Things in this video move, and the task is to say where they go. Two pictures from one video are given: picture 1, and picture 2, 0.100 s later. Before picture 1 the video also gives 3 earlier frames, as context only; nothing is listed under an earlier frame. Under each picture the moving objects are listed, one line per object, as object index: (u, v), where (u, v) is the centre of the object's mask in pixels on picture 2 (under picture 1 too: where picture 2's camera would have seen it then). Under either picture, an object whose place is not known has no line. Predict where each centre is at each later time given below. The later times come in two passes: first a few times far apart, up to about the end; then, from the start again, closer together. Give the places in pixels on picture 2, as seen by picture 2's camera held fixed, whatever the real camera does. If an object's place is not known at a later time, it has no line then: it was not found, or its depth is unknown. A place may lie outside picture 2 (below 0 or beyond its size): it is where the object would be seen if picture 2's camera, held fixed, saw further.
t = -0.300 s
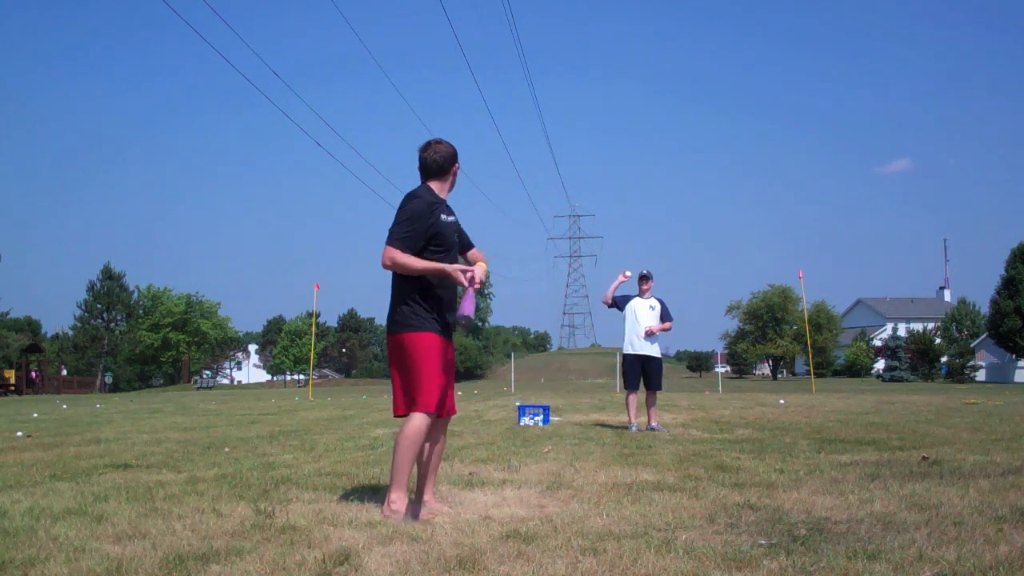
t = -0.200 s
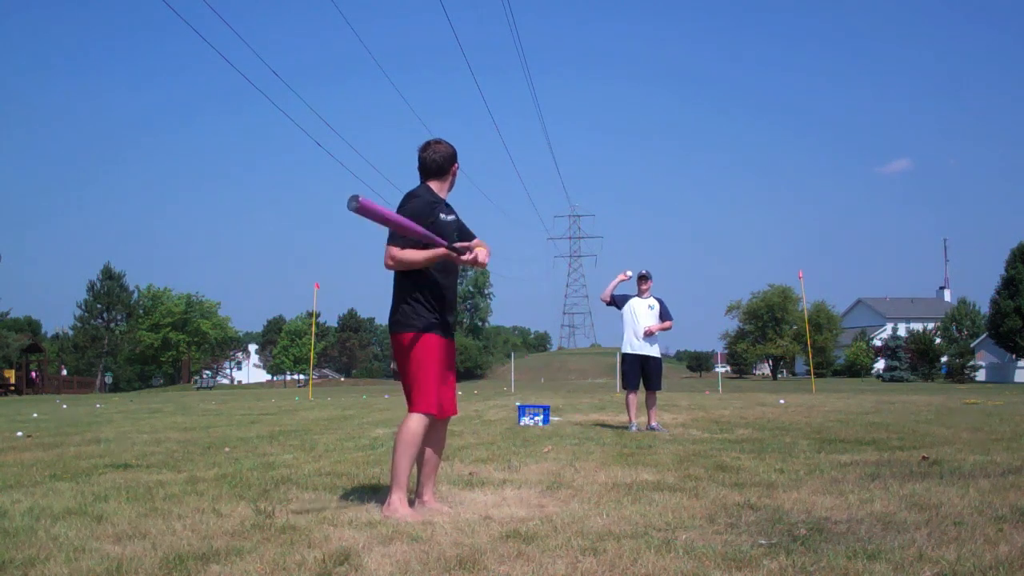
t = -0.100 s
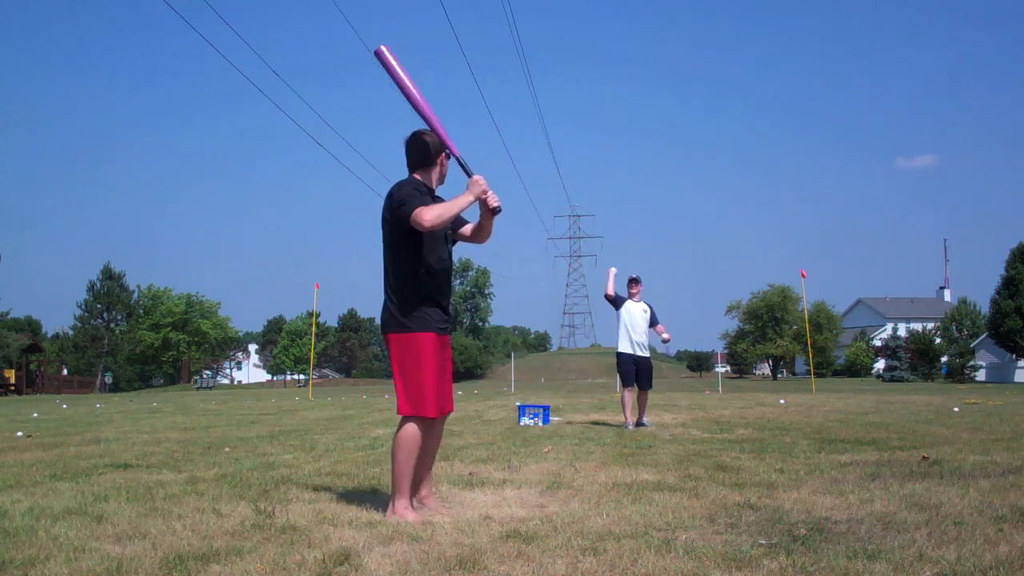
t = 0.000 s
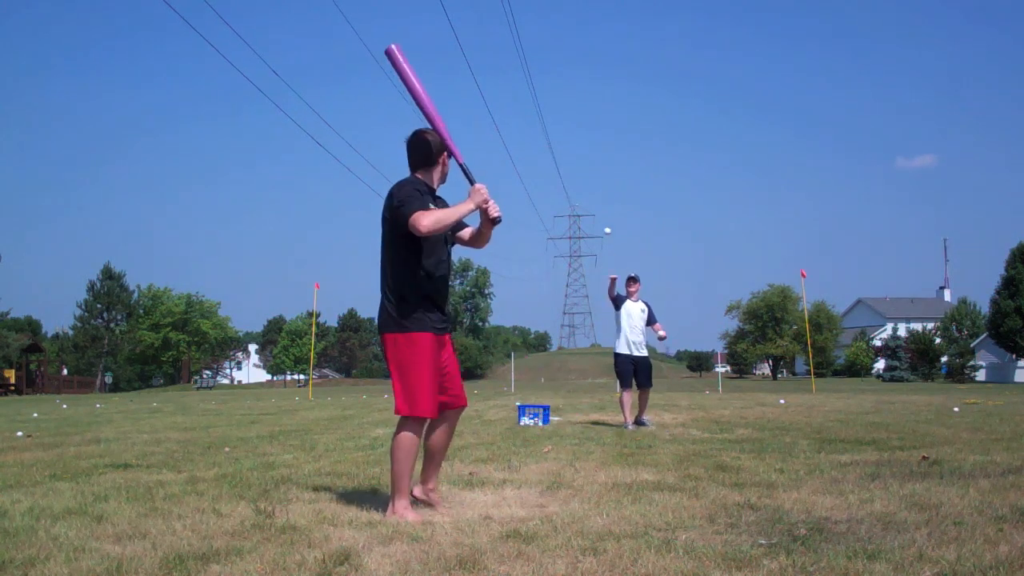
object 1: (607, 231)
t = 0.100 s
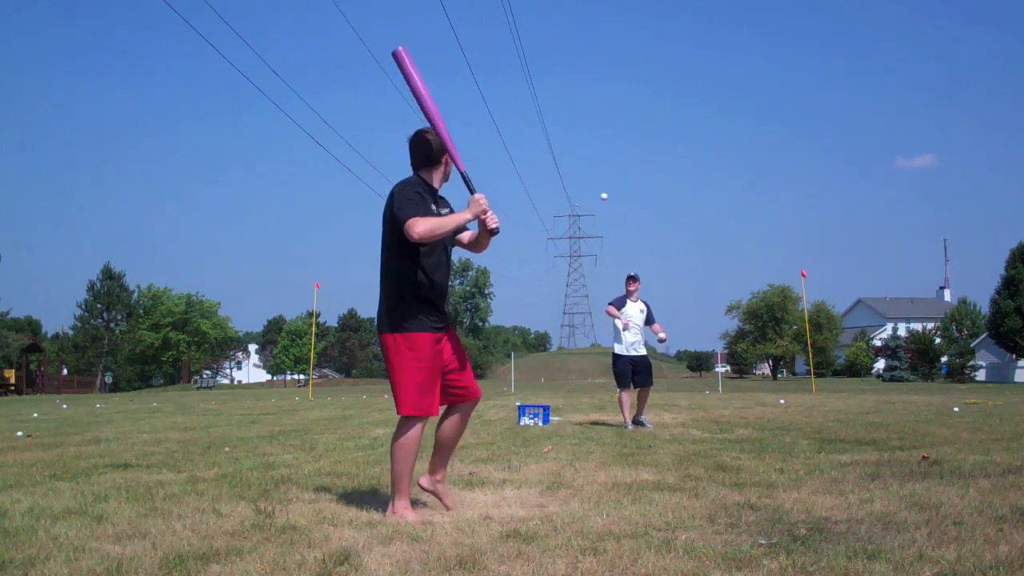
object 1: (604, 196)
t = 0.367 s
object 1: (596, 135)
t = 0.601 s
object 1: (588, 135)
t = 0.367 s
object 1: (596, 135)
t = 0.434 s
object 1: (594, 129)
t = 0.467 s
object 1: (593, 127)
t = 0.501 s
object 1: (592, 127)
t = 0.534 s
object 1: (591, 128)
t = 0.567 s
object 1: (590, 131)
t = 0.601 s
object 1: (588, 135)
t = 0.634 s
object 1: (587, 141)
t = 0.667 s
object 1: (586, 149)
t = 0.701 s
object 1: (585, 159)
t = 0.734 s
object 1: (584, 171)
